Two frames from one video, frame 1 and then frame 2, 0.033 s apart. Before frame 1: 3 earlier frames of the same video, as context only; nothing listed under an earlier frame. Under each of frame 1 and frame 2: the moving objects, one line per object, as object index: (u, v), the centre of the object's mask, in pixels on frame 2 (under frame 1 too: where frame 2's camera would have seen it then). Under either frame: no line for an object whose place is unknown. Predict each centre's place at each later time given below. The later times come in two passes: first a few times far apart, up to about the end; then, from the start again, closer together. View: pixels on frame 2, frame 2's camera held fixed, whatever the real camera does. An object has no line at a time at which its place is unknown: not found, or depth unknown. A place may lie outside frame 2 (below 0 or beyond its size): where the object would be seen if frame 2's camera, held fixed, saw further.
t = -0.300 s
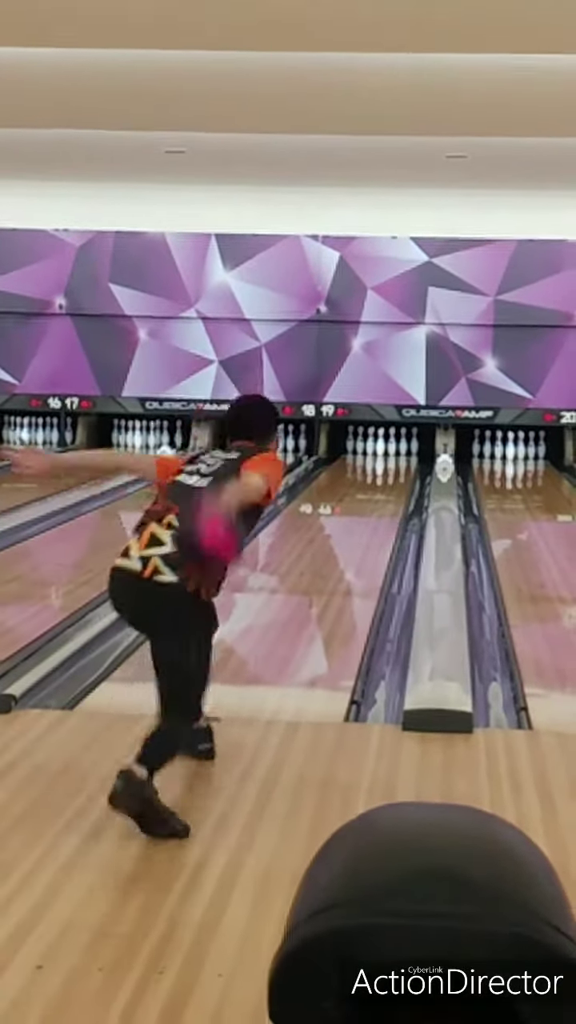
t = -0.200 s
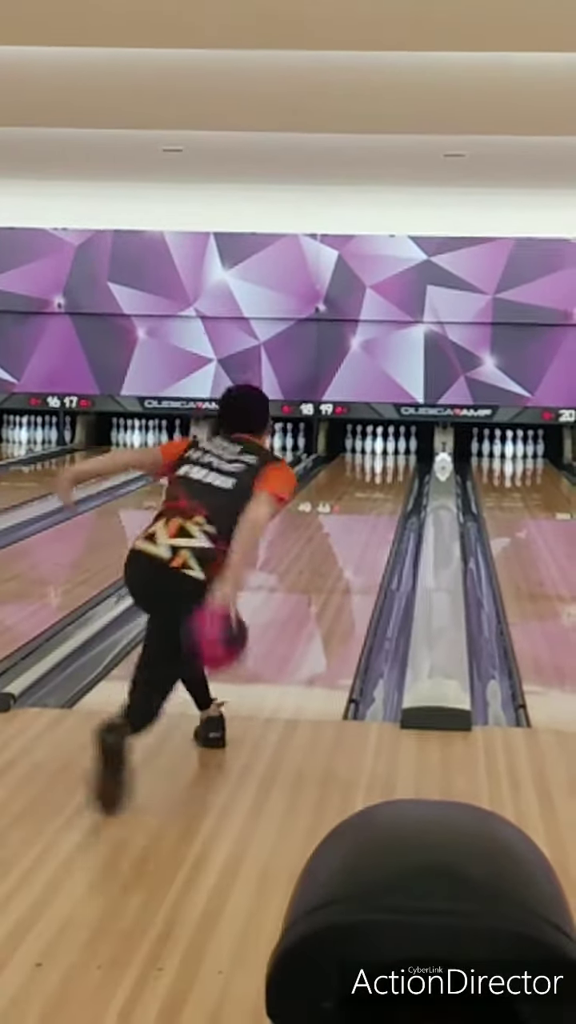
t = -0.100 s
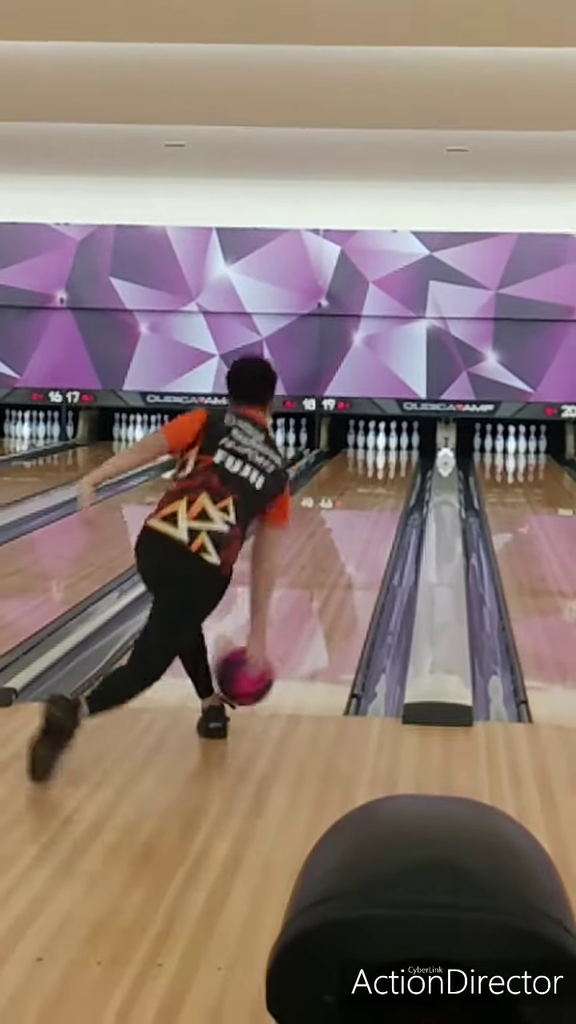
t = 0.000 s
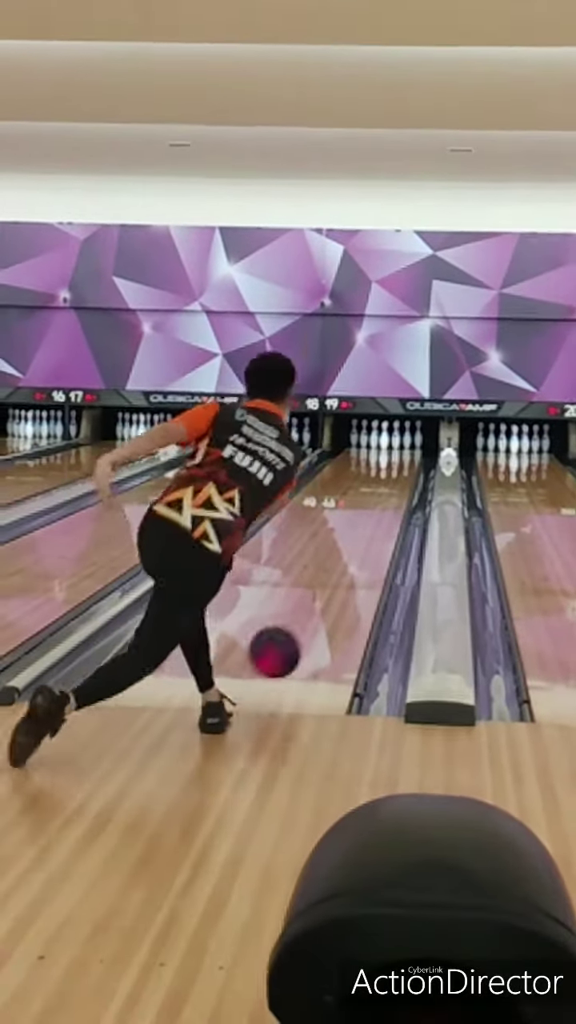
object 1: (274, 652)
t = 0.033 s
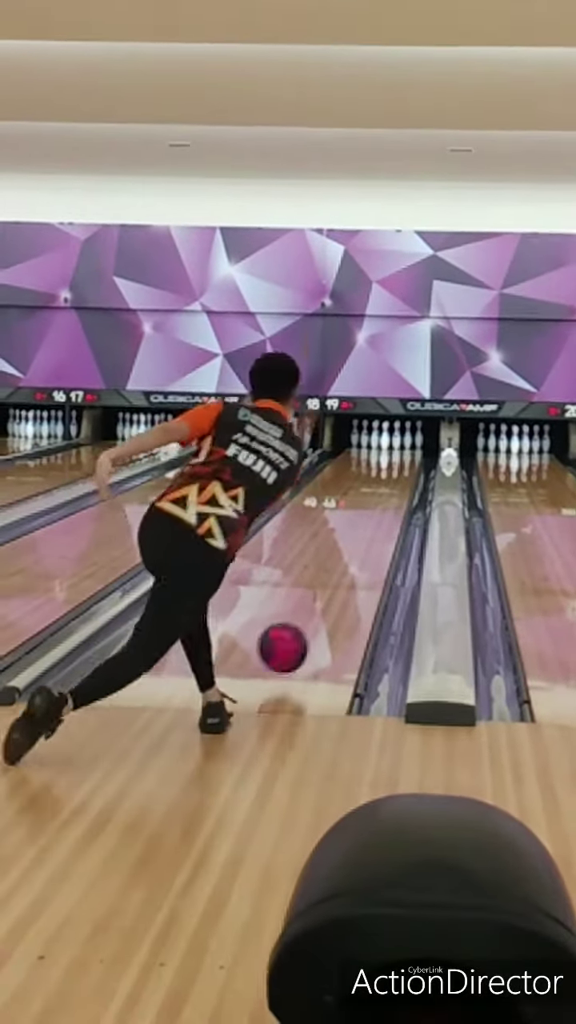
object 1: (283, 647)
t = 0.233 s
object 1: (319, 606)
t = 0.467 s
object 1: (349, 562)
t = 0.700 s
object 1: (369, 532)
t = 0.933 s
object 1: (384, 509)
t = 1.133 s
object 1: (392, 495)
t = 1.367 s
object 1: (399, 480)
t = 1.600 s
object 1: (403, 469)
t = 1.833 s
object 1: (406, 460)
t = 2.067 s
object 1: (401, 450)
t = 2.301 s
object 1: (393, 445)
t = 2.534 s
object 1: (393, 442)
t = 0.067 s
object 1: (289, 646)
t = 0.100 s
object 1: (296, 638)
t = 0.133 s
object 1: (303, 629)
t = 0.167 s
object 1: (309, 621)
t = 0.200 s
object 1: (314, 613)
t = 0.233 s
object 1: (319, 606)
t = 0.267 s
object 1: (325, 598)
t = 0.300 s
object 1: (330, 592)
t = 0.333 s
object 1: (334, 585)
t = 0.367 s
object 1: (338, 579)
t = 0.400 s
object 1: (342, 573)
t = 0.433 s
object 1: (345, 567)
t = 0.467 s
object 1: (349, 562)
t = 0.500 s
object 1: (352, 557)
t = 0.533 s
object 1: (356, 552)
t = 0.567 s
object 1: (358, 548)
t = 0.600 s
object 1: (361, 544)
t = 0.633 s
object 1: (364, 540)
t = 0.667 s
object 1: (367, 536)
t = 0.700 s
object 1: (369, 532)
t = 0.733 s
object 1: (371, 528)
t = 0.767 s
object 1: (374, 525)
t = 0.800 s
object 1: (376, 522)
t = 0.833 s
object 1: (378, 518)
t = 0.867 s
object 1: (380, 515)
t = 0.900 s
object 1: (382, 512)
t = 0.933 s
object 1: (384, 509)
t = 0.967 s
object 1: (385, 507)
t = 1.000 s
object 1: (387, 505)
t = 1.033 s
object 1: (388, 502)
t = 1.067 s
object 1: (390, 498)
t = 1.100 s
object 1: (390, 497)
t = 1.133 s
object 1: (392, 495)
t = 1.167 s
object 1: (393, 493)
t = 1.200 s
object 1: (394, 490)
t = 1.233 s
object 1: (395, 488)
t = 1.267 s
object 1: (396, 487)
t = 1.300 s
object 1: (397, 484)
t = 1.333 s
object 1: (399, 481)
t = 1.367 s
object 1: (399, 480)
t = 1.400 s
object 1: (399, 479)
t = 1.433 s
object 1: (400, 478)
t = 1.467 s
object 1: (401, 476)
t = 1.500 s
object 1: (401, 474)
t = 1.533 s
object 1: (403, 473)
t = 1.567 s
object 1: (403, 471)
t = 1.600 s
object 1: (403, 469)
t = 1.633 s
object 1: (405, 467)
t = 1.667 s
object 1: (406, 467)
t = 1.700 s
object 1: (406, 465)
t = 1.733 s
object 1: (405, 464)
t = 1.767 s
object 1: (405, 462)
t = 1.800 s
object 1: (405, 461)
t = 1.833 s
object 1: (406, 460)
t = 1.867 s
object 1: (405, 459)
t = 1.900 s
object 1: (405, 458)
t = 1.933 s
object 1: (405, 457)
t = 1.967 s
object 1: (404, 456)
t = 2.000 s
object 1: (403, 455)
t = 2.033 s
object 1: (403, 453)
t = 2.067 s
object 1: (401, 450)
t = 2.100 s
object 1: (399, 450)
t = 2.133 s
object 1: (398, 449)
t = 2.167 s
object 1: (396, 448)
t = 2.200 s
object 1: (395, 447)
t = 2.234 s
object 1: (395, 445)
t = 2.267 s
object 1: (394, 445)
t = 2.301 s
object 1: (393, 445)
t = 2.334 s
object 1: (392, 444)
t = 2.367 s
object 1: (393, 443)
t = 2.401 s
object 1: (393, 443)
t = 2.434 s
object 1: (392, 442)
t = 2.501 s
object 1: (394, 443)
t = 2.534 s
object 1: (393, 442)
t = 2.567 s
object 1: (395, 442)
